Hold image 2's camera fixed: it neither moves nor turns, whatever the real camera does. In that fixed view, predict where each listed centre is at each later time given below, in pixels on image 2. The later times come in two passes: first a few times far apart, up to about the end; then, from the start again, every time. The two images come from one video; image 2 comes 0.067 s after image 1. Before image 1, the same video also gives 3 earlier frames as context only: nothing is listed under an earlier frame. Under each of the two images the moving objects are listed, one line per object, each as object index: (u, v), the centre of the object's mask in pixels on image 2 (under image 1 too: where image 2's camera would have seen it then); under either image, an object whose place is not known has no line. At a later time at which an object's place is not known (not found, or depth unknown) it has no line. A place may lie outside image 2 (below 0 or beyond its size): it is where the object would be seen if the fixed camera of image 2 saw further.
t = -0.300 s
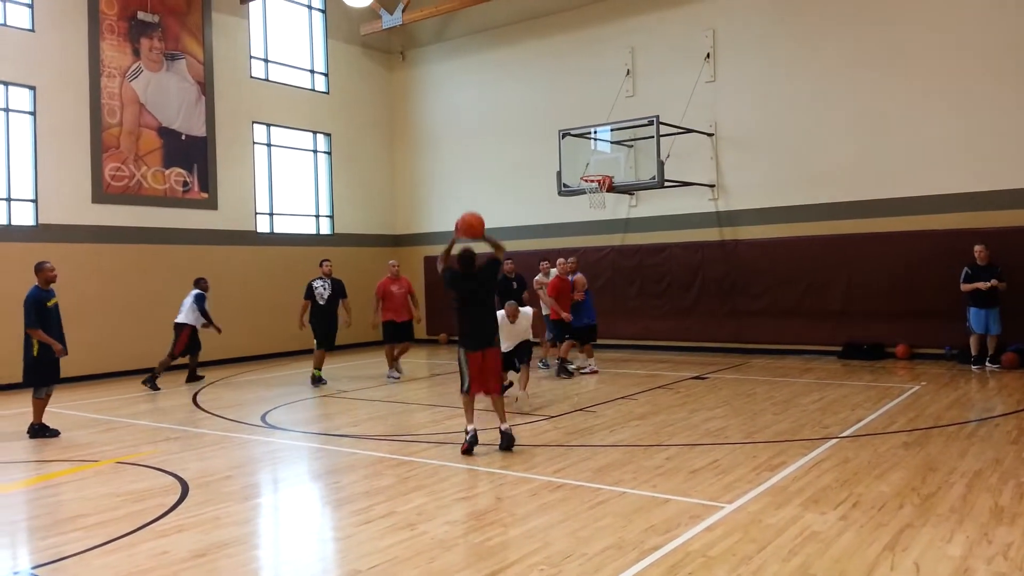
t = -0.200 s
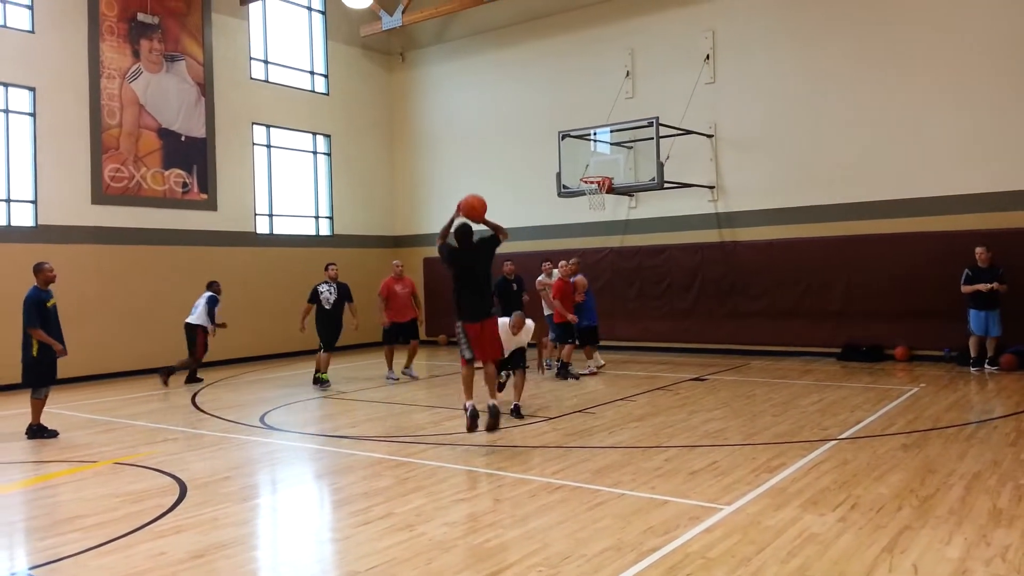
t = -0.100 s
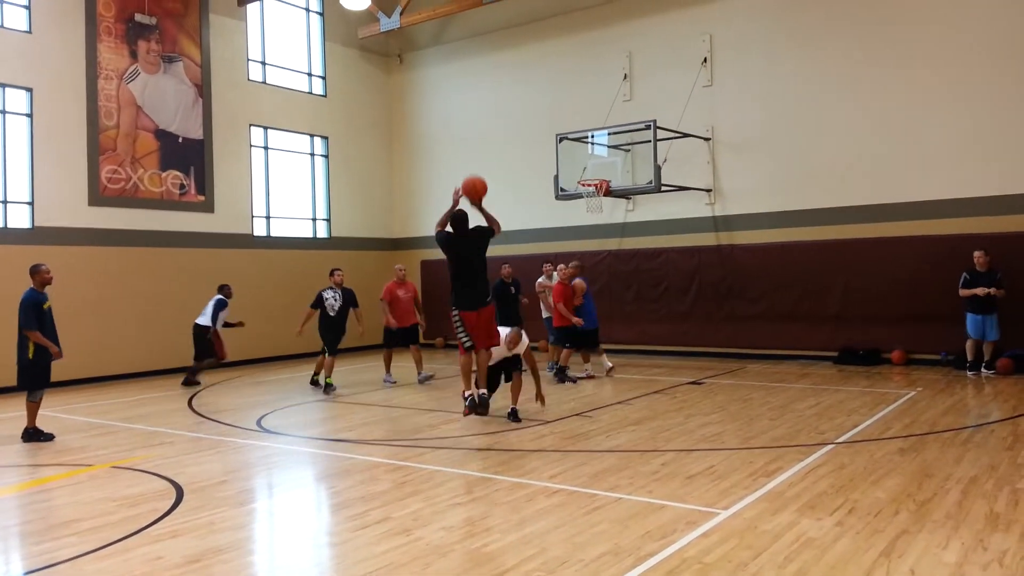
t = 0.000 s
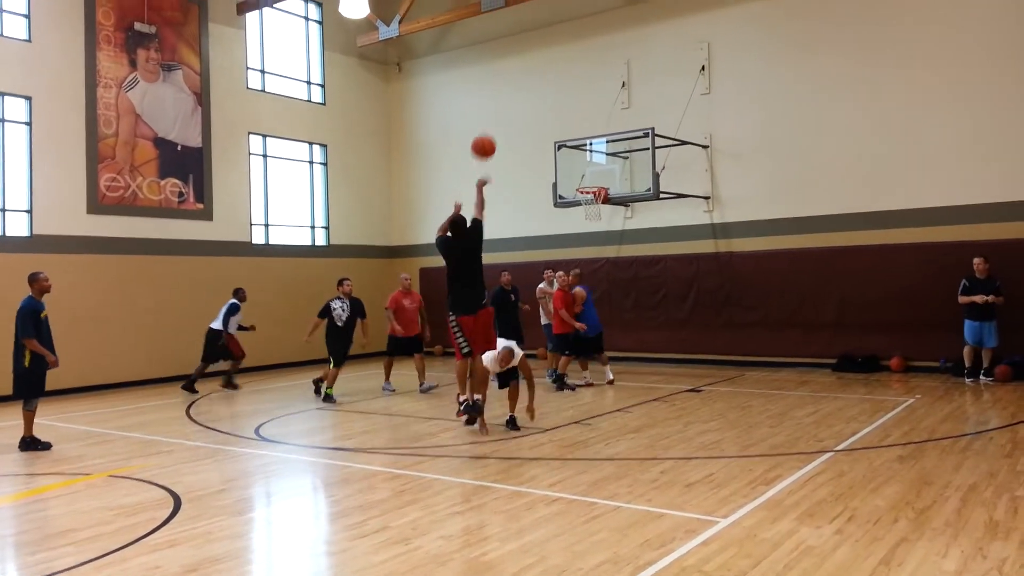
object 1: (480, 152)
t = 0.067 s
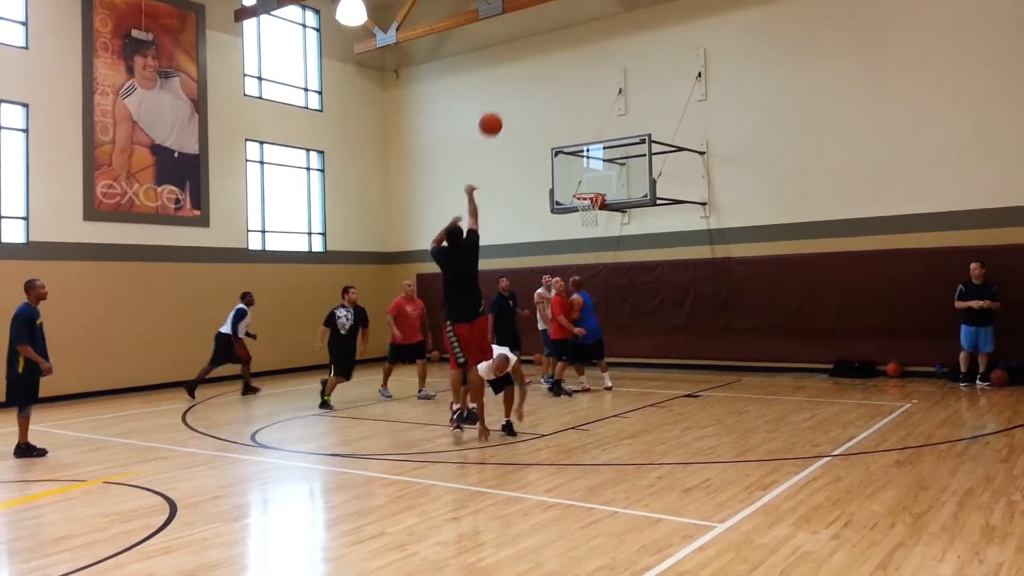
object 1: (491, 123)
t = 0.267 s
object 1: (515, 71)
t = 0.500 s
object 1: (541, 62)
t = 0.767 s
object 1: (566, 100)
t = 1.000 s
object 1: (583, 163)
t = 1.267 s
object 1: (581, 185)
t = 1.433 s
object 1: (567, 184)
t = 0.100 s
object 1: (495, 111)
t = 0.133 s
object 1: (499, 101)
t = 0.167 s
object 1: (504, 91)
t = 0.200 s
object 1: (508, 84)
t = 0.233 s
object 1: (511, 77)
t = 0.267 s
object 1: (515, 71)
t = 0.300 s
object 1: (519, 67)
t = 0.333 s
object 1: (523, 64)
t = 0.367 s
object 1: (527, 61)
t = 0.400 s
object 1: (531, 61)
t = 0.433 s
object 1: (535, 61)
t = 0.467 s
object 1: (538, 61)
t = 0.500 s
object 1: (541, 62)
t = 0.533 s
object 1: (545, 64)
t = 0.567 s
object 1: (547, 67)
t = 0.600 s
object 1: (551, 71)
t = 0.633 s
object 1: (554, 76)
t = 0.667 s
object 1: (557, 80)
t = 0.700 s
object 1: (560, 86)
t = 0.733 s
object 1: (563, 93)
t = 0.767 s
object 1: (566, 100)
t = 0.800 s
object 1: (568, 108)
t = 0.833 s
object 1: (571, 116)
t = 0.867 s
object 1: (574, 124)
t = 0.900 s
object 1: (576, 133)
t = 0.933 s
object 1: (579, 143)
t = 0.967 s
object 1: (581, 153)
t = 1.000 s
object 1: (583, 163)
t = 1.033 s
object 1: (586, 174)
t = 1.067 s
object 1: (588, 185)
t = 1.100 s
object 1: (589, 188)
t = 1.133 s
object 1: (589, 192)
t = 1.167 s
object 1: (590, 193)
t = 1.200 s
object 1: (587, 190)
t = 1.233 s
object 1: (584, 187)
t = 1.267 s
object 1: (581, 185)
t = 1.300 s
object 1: (578, 184)
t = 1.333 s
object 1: (576, 183)
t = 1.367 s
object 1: (573, 182)
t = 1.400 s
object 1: (570, 183)
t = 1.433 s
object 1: (567, 184)
